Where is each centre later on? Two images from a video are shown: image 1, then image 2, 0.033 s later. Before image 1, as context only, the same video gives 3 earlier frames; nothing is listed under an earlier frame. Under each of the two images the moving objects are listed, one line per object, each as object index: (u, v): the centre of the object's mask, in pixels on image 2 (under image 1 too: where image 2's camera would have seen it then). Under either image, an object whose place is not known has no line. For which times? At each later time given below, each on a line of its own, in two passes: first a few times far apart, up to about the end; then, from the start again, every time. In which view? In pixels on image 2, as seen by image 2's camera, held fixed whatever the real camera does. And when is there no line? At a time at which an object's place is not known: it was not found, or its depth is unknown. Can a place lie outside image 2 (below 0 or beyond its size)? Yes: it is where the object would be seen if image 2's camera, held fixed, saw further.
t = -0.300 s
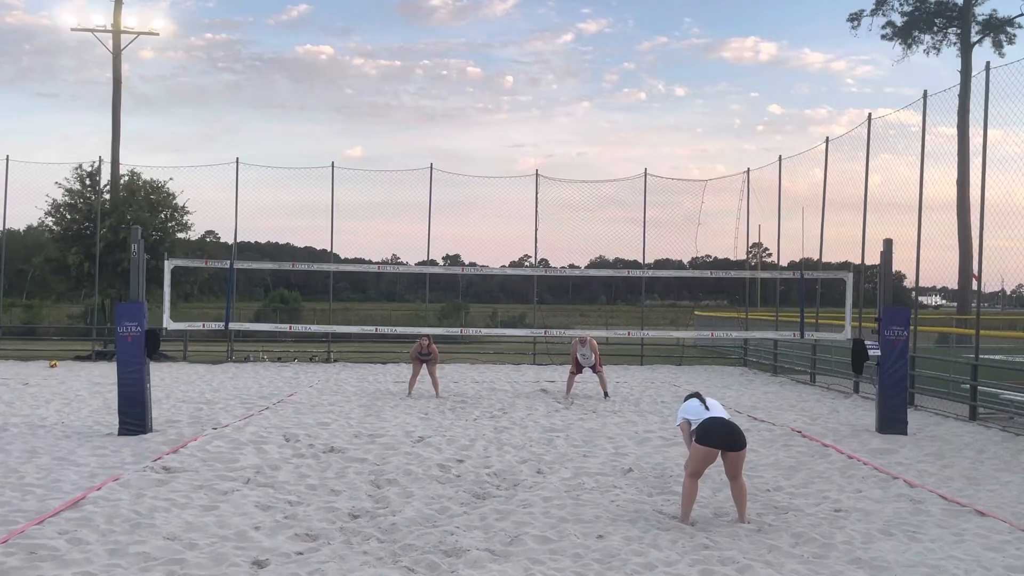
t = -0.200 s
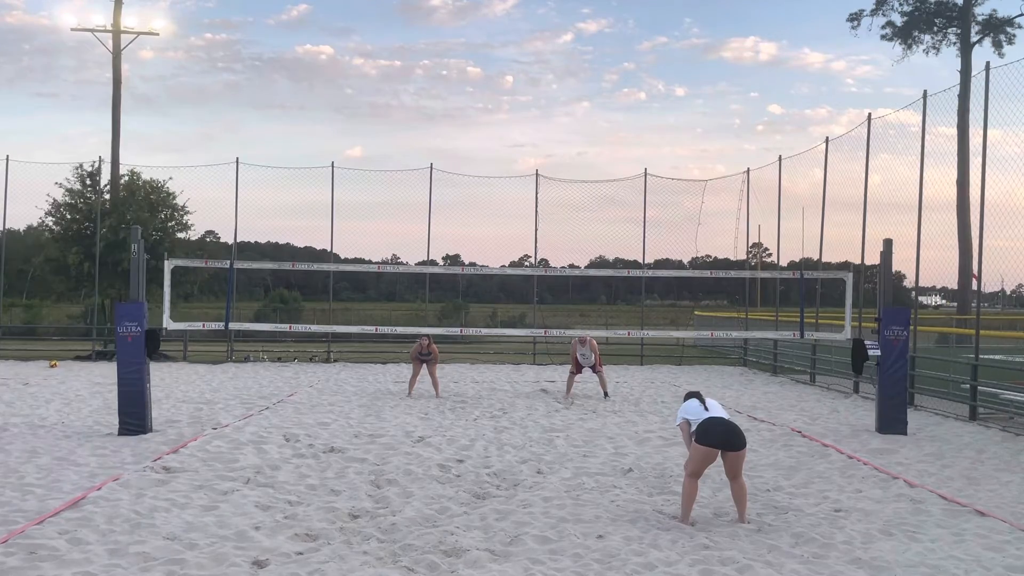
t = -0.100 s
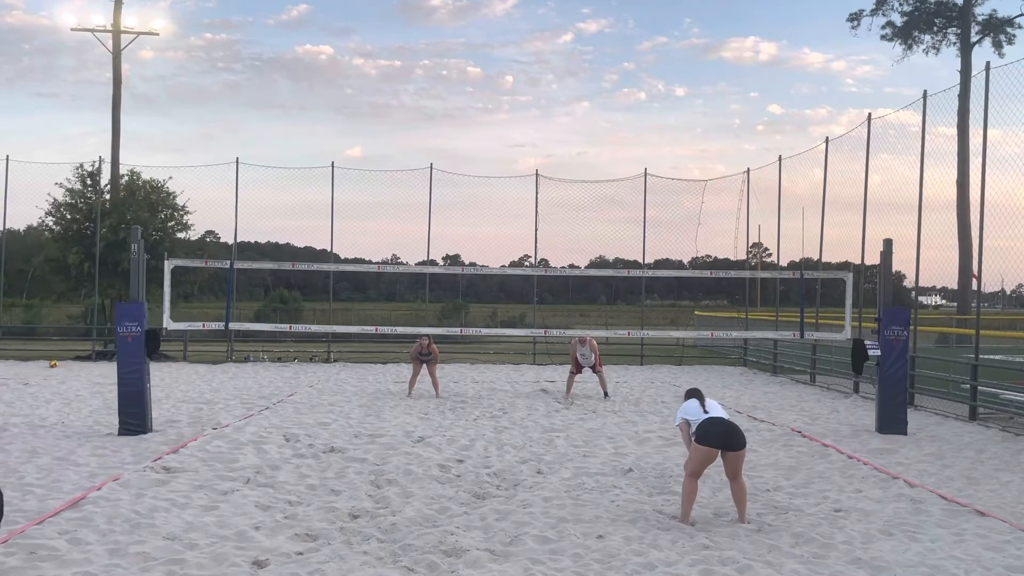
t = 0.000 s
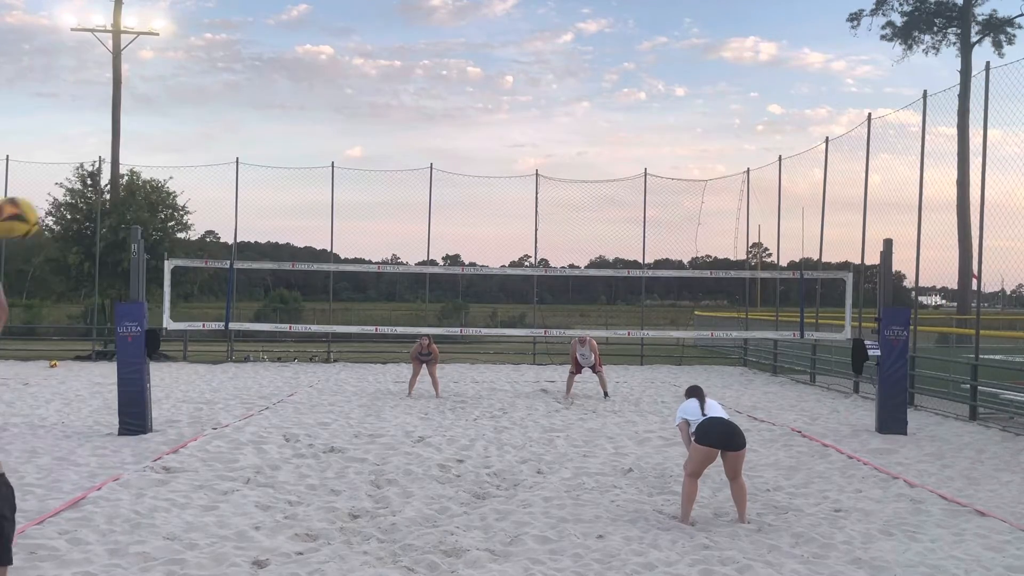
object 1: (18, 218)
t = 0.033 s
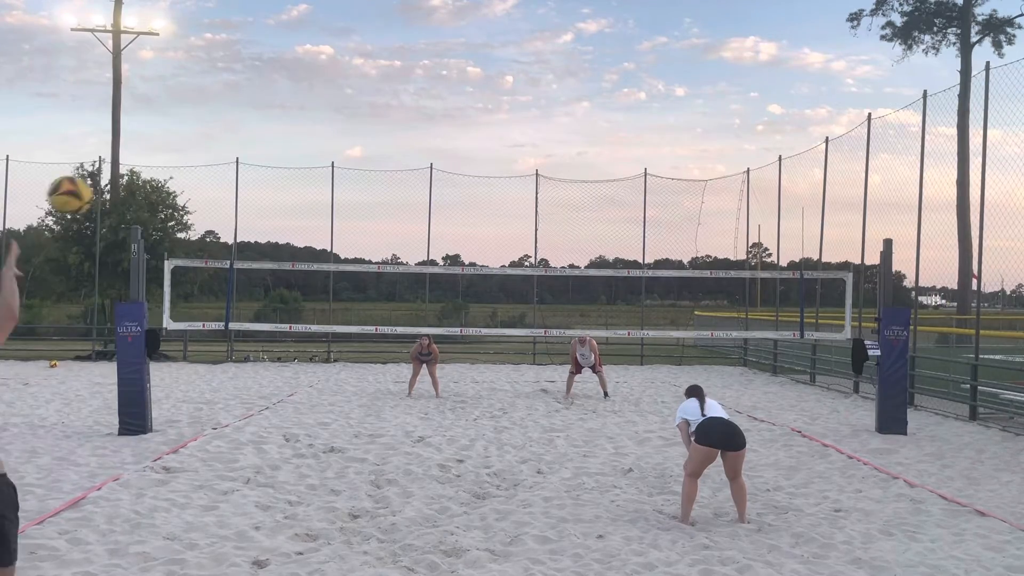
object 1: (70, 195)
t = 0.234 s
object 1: (260, 137)
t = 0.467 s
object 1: (359, 150)
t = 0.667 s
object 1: (410, 190)
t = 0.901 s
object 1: (445, 250)
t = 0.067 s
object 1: (115, 177)
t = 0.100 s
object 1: (154, 164)
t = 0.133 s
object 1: (186, 154)
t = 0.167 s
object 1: (214, 146)
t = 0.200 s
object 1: (238, 140)
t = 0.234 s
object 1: (260, 137)
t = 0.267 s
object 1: (279, 135)
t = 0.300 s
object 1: (295, 135)
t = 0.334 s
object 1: (311, 136)
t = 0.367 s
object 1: (324, 138)
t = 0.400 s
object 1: (337, 141)
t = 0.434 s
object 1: (349, 145)
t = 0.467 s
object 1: (359, 150)
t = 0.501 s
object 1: (370, 155)
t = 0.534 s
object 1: (379, 161)
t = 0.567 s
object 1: (388, 168)
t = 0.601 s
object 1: (396, 175)
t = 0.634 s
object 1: (403, 182)
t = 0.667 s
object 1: (410, 190)
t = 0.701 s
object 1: (417, 197)
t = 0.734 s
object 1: (422, 206)
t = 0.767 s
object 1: (428, 214)
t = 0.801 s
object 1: (433, 223)
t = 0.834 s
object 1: (437, 232)
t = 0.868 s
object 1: (441, 241)
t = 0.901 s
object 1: (445, 250)
